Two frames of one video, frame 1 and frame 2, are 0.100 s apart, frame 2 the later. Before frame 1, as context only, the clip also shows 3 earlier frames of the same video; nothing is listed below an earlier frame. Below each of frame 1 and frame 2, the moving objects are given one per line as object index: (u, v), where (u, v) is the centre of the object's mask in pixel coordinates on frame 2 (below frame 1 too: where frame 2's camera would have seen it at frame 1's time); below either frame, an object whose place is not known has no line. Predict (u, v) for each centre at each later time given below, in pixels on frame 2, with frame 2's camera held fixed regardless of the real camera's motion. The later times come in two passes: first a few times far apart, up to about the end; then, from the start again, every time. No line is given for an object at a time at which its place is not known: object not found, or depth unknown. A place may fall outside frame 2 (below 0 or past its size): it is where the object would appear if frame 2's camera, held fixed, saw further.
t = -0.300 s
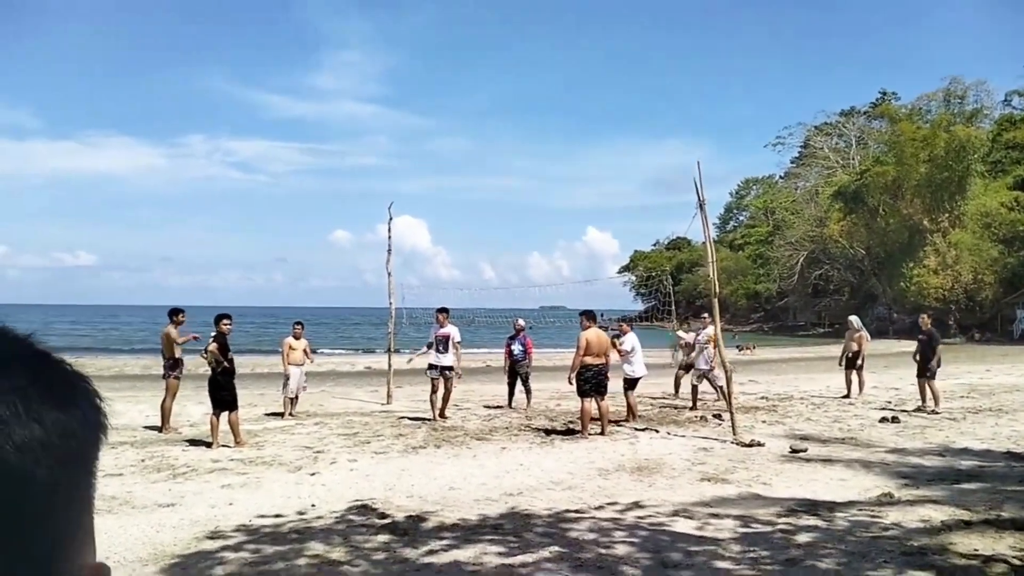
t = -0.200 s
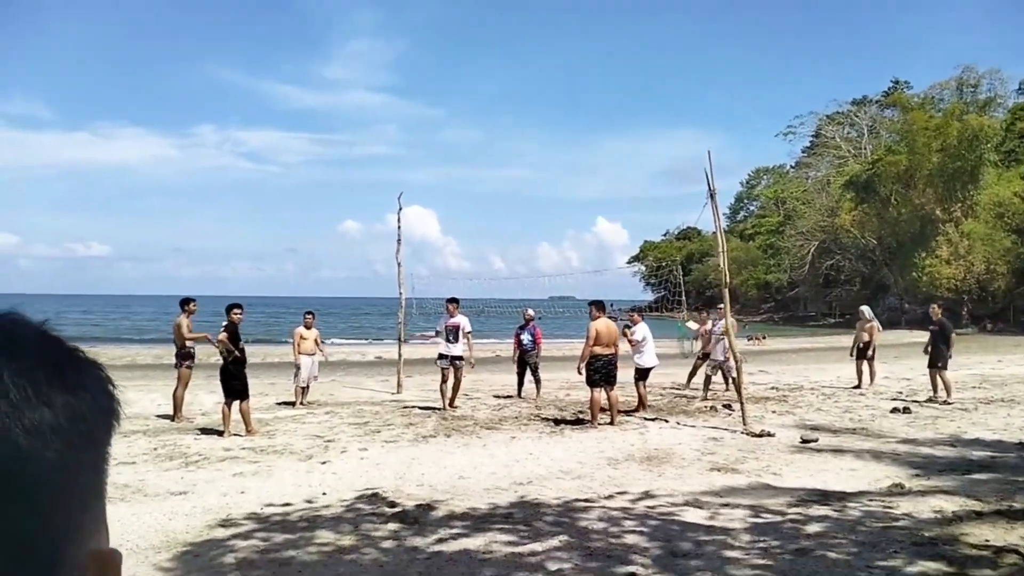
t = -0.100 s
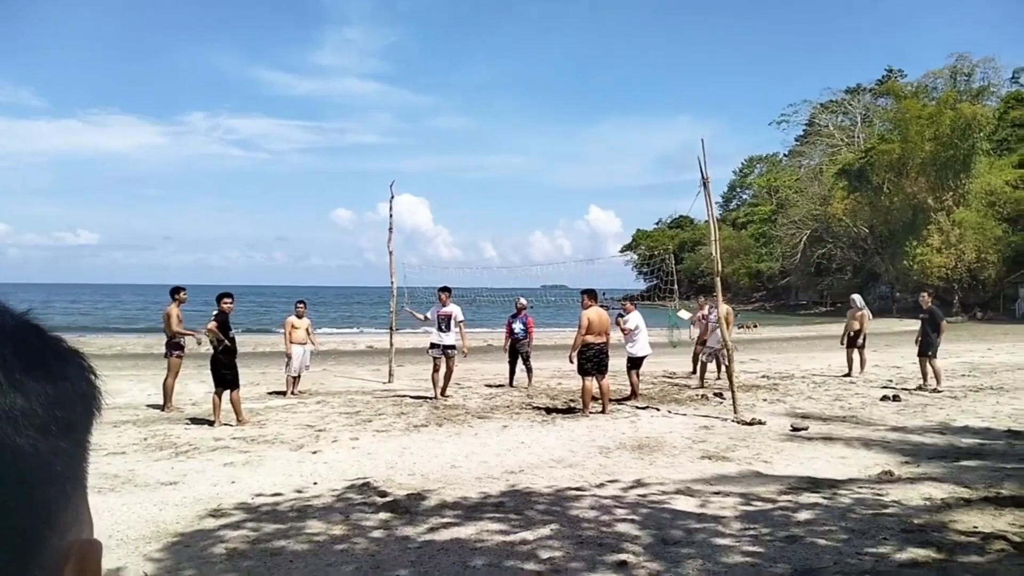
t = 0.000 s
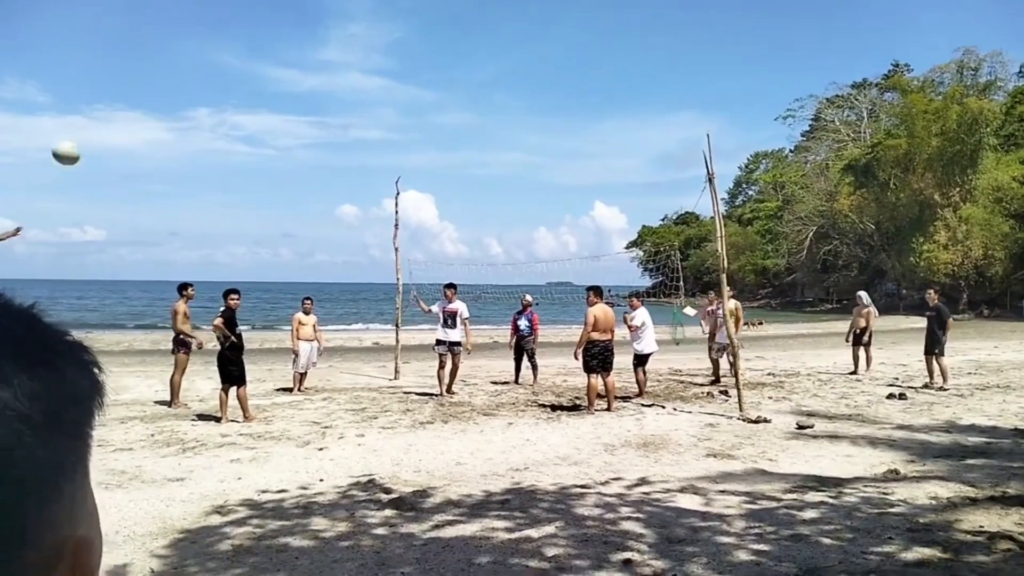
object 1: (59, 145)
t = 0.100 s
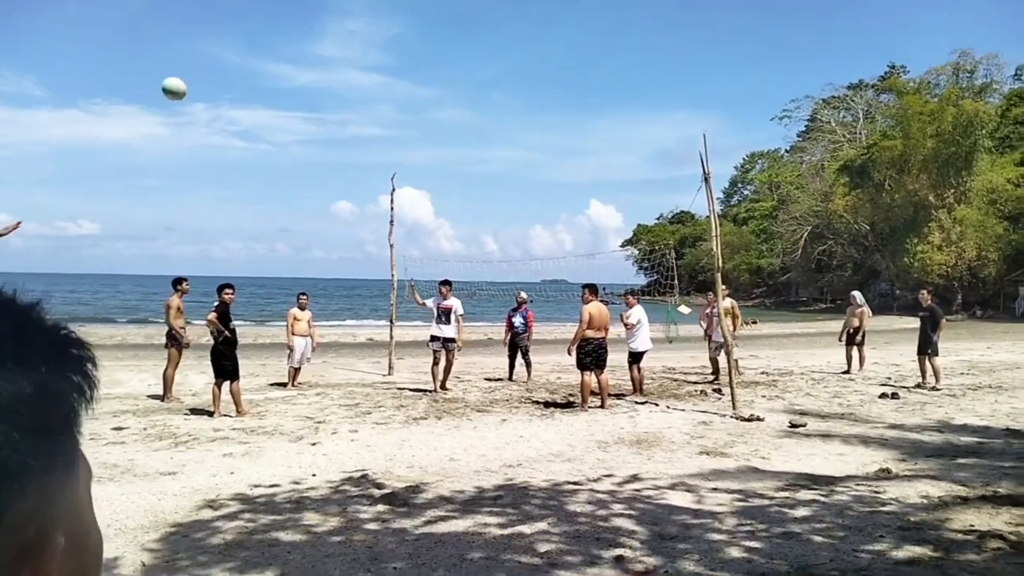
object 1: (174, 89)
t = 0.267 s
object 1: (299, 30)
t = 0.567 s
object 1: (442, 4)
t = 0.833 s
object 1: (518, 36)
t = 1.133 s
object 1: (577, 113)
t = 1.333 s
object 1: (610, 181)
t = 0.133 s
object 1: (205, 74)
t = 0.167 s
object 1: (232, 60)
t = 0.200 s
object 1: (256, 48)
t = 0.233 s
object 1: (277, 39)
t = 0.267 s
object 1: (299, 30)
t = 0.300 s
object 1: (320, 22)
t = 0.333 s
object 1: (338, 15)
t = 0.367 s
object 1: (354, 10)
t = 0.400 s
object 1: (371, 7)
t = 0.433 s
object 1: (387, 5)
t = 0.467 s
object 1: (402, 4)
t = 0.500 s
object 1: (415, 3)
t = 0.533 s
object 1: (428, 3)
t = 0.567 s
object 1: (442, 4)
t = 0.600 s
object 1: (454, 6)
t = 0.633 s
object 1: (464, 8)
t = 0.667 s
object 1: (474, 11)
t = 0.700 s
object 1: (484, 15)
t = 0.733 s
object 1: (493, 19)
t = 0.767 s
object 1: (502, 25)
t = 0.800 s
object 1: (510, 30)
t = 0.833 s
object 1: (518, 36)
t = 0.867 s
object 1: (525, 43)
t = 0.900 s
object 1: (533, 50)
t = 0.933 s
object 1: (539, 57)
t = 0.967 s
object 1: (545, 66)
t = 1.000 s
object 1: (552, 74)
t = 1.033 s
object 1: (559, 82)
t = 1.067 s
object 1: (567, 92)
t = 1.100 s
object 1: (573, 102)
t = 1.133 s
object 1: (577, 113)
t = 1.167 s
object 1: (583, 124)
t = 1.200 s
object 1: (589, 135)
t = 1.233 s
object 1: (595, 146)
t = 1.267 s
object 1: (600, 157)
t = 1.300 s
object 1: (605, 169)
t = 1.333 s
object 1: (610, 181)
